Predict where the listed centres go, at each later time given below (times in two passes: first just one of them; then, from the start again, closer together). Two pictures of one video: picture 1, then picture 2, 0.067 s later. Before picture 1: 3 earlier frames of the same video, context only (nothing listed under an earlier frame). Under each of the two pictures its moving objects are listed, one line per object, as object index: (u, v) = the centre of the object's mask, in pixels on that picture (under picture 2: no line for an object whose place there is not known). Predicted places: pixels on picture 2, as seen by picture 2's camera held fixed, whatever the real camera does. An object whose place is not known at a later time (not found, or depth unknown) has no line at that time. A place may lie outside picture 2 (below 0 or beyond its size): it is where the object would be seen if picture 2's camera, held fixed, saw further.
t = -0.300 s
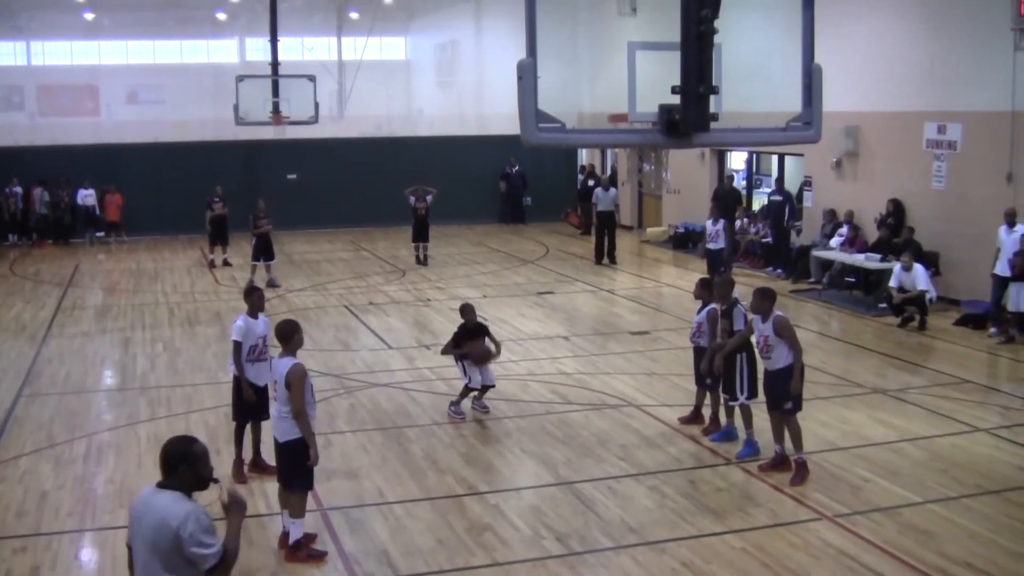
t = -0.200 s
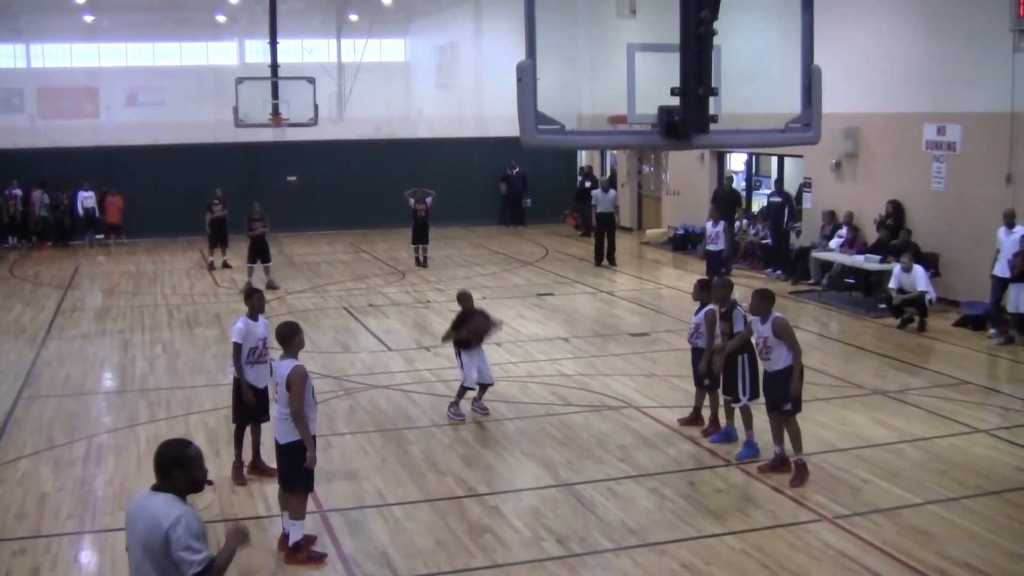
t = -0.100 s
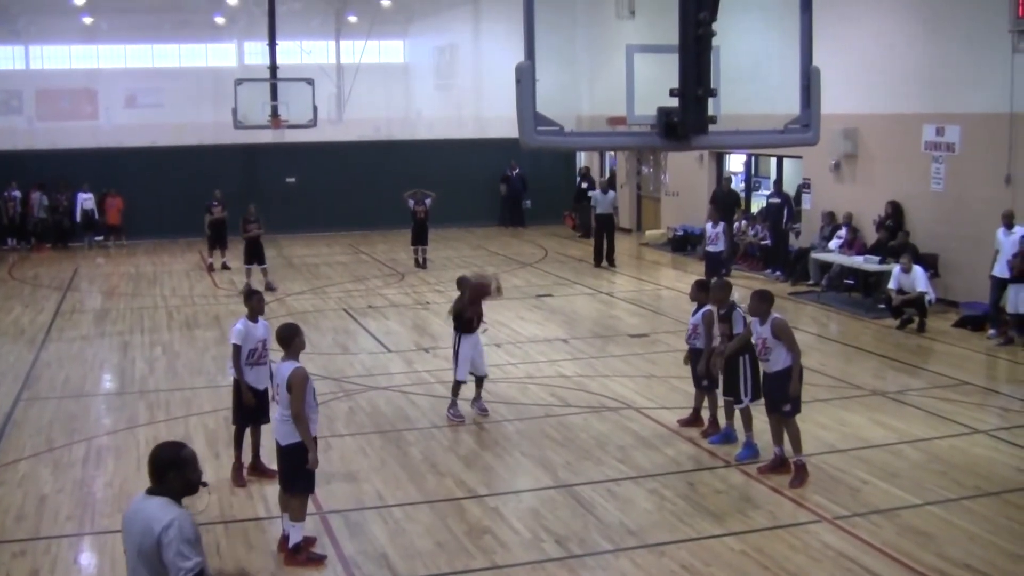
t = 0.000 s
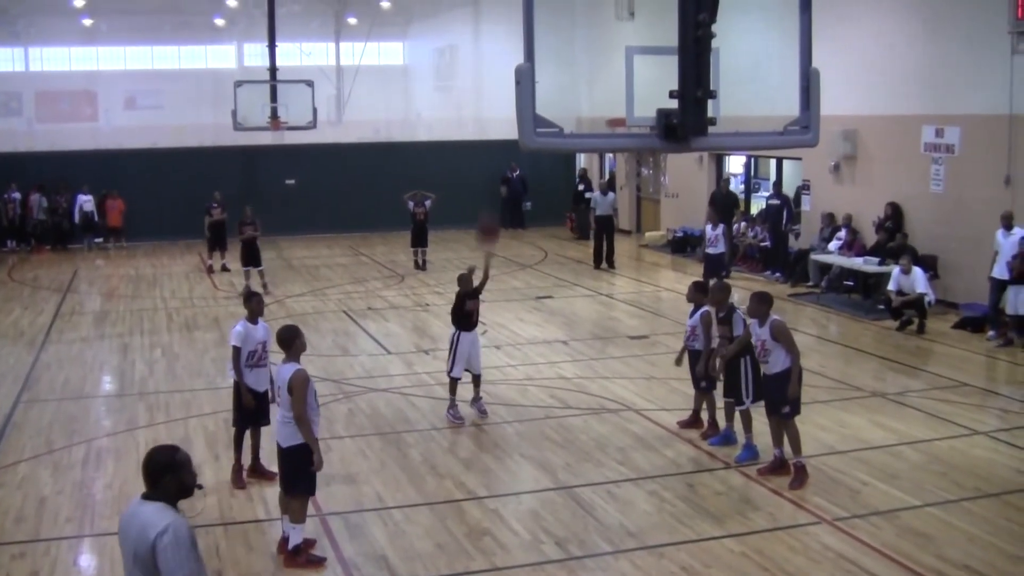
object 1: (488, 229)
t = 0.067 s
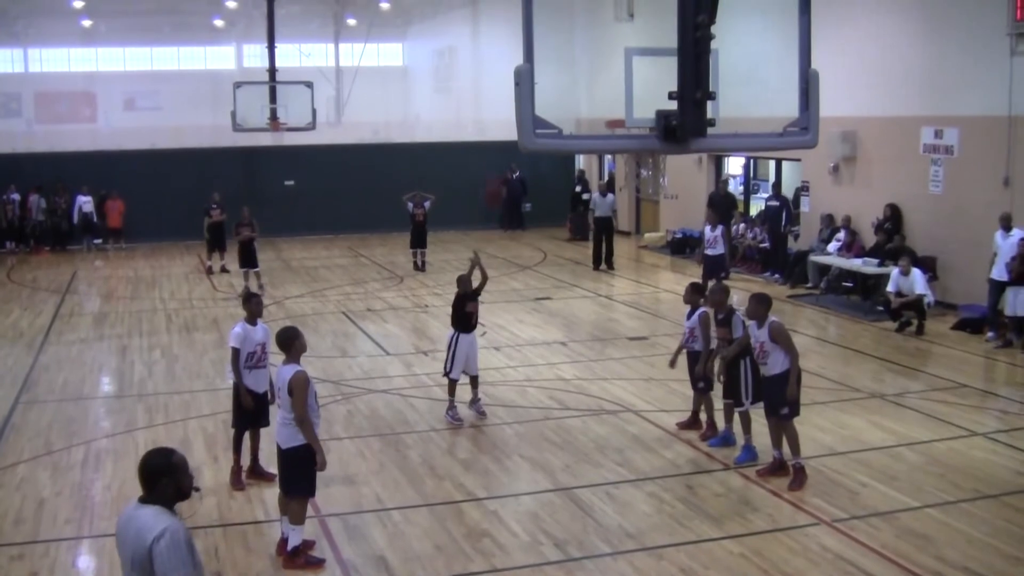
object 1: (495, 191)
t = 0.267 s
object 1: (512, 96)
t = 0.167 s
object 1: (505, 142)
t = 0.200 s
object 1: (508, 125)
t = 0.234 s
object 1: (510, 110)
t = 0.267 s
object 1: (512, 96)
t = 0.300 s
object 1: (515, 84)
